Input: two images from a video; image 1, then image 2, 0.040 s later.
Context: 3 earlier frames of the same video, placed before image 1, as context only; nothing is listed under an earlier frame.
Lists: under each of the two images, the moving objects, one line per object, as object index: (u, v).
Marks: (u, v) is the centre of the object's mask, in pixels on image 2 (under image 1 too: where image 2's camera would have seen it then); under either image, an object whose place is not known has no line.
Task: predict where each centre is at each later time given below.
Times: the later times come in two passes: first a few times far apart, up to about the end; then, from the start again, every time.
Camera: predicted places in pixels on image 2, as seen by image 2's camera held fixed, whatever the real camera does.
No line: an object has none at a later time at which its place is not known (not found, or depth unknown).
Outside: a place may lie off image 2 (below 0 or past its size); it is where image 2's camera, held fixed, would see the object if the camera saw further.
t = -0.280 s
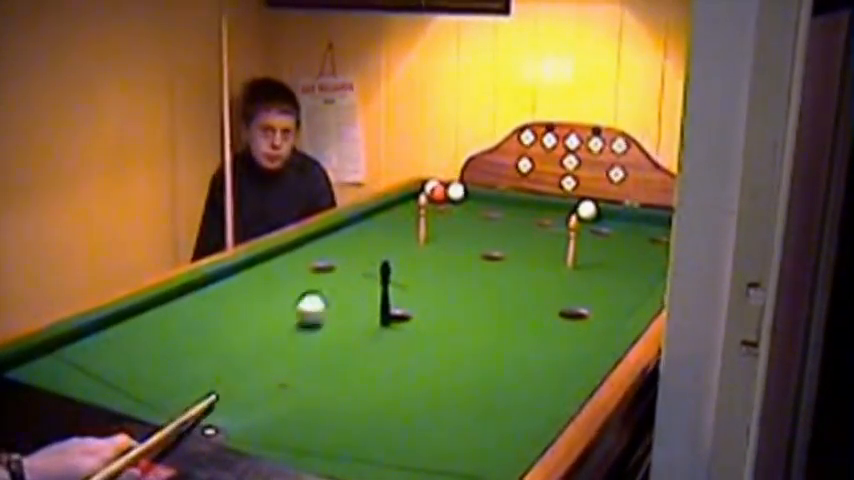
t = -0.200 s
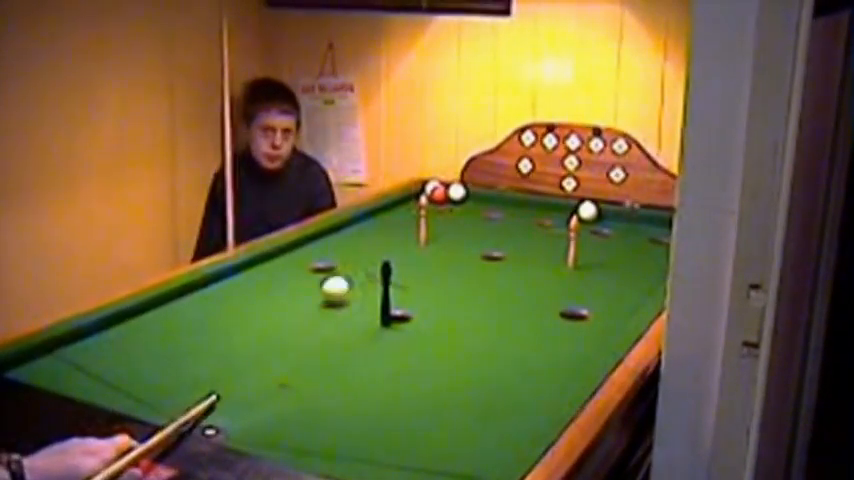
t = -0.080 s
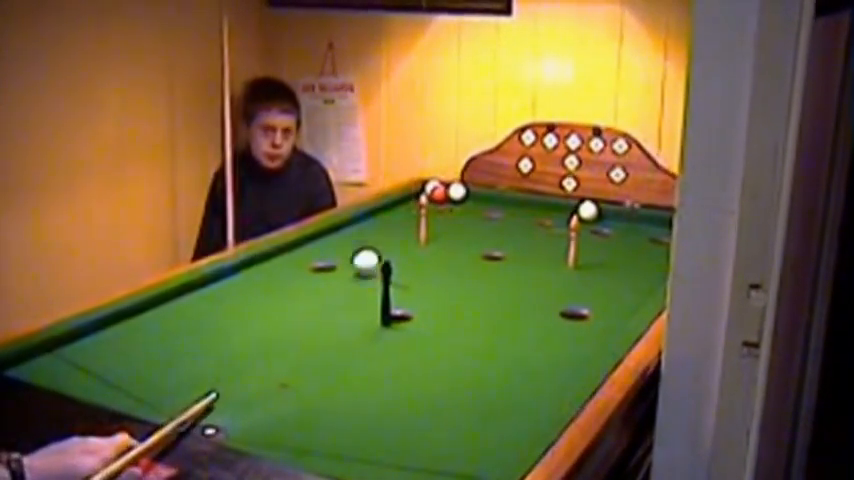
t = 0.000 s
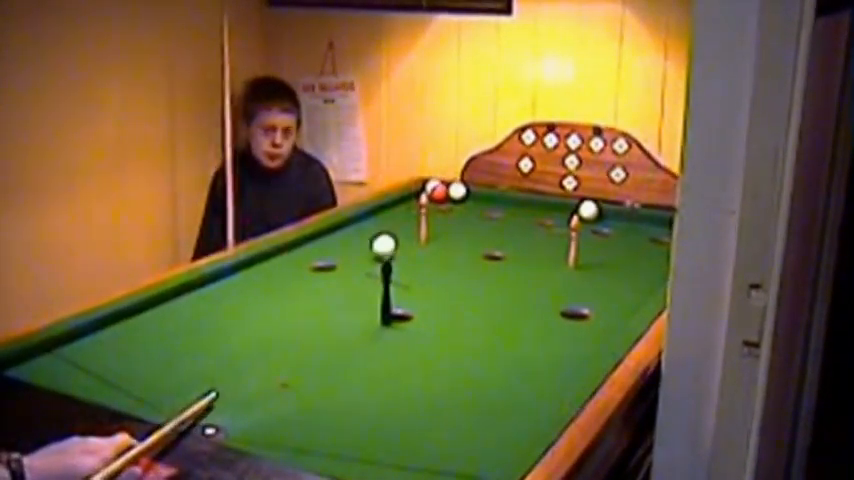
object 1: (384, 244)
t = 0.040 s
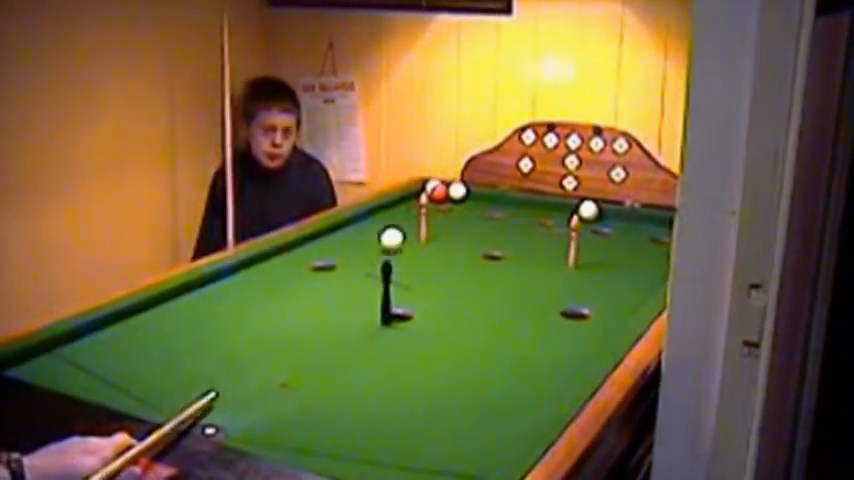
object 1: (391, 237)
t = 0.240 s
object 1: (424, 208)
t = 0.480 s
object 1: (469, 184)
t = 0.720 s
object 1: (493, 200)
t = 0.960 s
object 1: (498, 208)
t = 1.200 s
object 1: (486, 214)
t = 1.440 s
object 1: (473, 220)
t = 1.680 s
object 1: (463, 225)
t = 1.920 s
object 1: (453, 230)
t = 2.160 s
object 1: (444, 234)
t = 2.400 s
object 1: (437, 239)
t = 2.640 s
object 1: (430, 242)
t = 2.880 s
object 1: (424, 245)
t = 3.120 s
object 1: (421, 246)
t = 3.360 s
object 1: (419, 247)
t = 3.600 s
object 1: (420, 247)
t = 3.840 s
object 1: (419, 248)
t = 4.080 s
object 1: (419, 248)
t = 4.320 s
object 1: (419, 248)
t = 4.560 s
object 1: (419, 247)
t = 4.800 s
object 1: (419, 247)
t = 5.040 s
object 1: (420, 247)
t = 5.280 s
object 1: (419, 246)
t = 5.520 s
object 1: (420, 247)
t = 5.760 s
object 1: (421, 246)
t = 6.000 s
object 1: (420, 247)
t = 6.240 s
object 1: (420, 247)
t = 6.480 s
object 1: (420, 247)
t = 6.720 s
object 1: (420, 246)
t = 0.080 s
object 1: (398, 232)
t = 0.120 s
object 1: (405, 225)
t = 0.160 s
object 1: (411, 220)
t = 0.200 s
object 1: (415, 215)
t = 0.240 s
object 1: (424, 208)
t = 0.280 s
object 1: (433, 205)
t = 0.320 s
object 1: (437, 200)
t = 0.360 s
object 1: (441, 196)
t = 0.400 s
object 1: (449, 187)
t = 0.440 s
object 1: (459, 183)
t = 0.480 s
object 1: (469, 184)
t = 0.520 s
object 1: (477, 193)
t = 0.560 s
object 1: (485, 192)
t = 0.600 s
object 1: (489, 191)
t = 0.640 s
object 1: (490, 193)
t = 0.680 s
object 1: (491, 198)
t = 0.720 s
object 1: (493, 200)
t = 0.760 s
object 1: (497, 202)
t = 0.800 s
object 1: (499, 203)
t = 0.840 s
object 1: (501, 205)
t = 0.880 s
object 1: (501, 206)
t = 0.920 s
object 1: (499, 207)
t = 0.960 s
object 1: (498, 208)
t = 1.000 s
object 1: (496, 209)
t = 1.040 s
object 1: (493, 210)
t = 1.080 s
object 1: (492, 211)
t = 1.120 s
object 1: (490, 212)
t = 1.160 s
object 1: (488, 213)
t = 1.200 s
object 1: (486, 214)
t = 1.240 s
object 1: (484, 214)
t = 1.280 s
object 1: (482, 215)
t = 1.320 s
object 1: (479, 217)
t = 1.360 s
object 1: (477, 218)
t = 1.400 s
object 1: (476, 219)
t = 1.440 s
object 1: (473, 220)
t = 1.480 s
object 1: (472, 221)
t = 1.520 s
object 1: (470, 221)
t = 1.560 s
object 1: (468, 223)
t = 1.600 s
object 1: (466, 223)
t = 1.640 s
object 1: (465, 224)
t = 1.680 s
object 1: (463, 225)
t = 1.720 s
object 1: (461, 226)
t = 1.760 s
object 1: (459, 227)
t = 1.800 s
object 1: (458, 227)
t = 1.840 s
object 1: (456, 228)
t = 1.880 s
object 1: (455, 229)
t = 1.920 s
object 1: (453, 230)
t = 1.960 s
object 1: (451, 231)
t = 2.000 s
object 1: (450, 232)
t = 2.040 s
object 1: (448, 233)
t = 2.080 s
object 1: (447, 233)
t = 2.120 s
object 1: (446, 234)
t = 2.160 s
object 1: (444, 234)
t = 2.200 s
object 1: (443, 235)
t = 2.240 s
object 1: (441, 236)
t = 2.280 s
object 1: (440, 236)
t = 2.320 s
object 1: (439, 237)
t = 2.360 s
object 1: (438, 239)
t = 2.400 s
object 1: (437, 239)
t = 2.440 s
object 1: (436, 239)
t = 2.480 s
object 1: (435, 240)
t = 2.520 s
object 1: (433, 241)
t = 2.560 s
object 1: (432, 241)
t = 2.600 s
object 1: (431, 242)
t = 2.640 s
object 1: (430, 242)
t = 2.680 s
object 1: (429, 242)
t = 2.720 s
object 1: (428, 243)
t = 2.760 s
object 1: (427, 243)
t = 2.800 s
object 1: (426, 244)
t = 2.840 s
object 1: (425, 244)
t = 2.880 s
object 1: (424, 245)
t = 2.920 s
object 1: (424, 245)
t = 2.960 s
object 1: (423, 246)
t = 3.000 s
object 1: (422, 246)
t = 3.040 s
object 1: (422, 246)
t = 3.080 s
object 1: (421, 246)
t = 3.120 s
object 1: (421, 246)
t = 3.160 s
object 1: (420, 246)
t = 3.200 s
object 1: (420, 246)
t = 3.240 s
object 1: (420, 247)
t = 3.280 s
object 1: (420, 247)
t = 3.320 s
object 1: (419, 247)
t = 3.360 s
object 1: (419, 247)
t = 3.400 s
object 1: (419, 247)
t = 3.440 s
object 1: (419, 247)
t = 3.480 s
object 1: (419, 247)
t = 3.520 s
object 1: (419, 247)
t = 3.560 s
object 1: (419, 247)
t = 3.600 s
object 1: (420, 247)
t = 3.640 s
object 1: (420, 247)
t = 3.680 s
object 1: (419, 248)
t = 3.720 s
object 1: (419, 248)
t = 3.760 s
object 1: (419, 248)
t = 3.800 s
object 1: (419, 248)
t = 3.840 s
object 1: (419, 248)
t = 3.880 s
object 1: (419, 248)
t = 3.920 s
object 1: (419, 248)
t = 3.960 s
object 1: (419, 248)
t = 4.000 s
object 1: (419, 248)
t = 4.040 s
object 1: (419, 248)
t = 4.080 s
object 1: (419, 248)
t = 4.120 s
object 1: (419, 248)
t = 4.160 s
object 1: (419, 248)
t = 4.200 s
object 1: (419, 248)
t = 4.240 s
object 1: (419, 248)
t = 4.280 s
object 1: (419, 248)
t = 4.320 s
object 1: (419, 248)
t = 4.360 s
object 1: (419, 248)
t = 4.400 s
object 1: (419, 248)
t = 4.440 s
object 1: (419, 246)
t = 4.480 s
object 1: (419, 247)
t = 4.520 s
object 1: (419, 247)
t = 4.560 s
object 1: (419, 247)
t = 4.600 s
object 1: (419, 247)
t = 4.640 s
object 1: (420, 247)
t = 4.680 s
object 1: (420, 247)
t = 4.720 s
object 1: (420, 247)
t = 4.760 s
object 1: (420, 247)
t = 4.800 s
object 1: (419, 247)
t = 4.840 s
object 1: (419, 246)
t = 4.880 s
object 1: (419, 246)
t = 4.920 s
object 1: (420, 246)
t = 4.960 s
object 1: (419, 246)
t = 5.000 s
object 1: (419, 246)
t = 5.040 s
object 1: (420, 247)
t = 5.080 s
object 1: (420, 246)
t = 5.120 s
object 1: (420, 247)
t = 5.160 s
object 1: (420, 247)
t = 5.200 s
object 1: (420, 246)
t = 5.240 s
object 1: (419, 247)
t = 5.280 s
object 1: (419, 246)
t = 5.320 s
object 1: (420, 247)
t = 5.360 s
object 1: (419, 247)
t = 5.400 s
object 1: (419, 247)
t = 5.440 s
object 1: (419, 247)
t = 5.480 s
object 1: (419, 247)
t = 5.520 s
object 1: (420, 247)
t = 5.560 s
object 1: (419, 247)
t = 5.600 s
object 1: (420, 246)
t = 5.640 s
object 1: (420, 246)
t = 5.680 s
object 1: (420, 246)
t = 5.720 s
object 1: (420, 247)
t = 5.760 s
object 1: (421, 246)
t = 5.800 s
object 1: (420, 246)
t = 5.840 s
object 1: (420, 246)
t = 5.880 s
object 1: (420, 246)
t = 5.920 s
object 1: (420, 247)
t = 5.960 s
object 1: (420, 247)
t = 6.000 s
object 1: (420, 247)
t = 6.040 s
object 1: (420, 247)
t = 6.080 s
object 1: (420, 246)
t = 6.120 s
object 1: (420, 247)
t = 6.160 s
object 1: (420, 247)
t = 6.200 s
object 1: (419, 247)
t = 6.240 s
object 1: (420, 247)
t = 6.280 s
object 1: (420, 247)
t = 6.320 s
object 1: (420, 246)
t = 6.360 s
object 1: (420, 247)
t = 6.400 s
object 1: (420, 246)
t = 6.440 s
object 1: (420, 246)
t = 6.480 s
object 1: (420, 247)
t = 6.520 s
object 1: (420, 247)
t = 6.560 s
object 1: (420, 247)
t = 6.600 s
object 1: (420, 247)
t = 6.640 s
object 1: (420, 247)
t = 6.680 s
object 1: (420, 247)
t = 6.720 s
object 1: (420, 246)
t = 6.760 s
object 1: (420, 246)
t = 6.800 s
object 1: (421, 246)
